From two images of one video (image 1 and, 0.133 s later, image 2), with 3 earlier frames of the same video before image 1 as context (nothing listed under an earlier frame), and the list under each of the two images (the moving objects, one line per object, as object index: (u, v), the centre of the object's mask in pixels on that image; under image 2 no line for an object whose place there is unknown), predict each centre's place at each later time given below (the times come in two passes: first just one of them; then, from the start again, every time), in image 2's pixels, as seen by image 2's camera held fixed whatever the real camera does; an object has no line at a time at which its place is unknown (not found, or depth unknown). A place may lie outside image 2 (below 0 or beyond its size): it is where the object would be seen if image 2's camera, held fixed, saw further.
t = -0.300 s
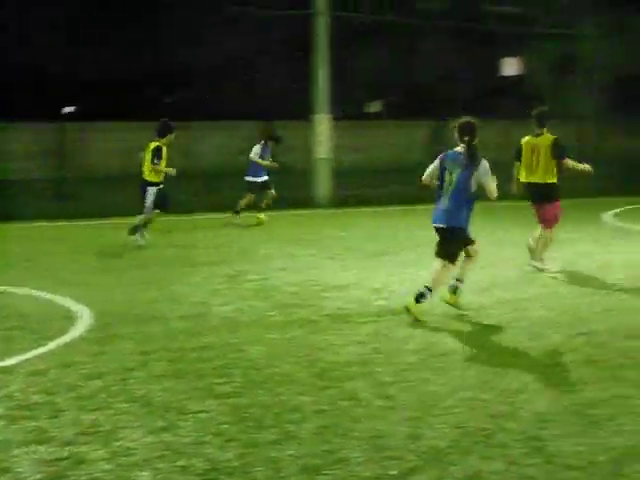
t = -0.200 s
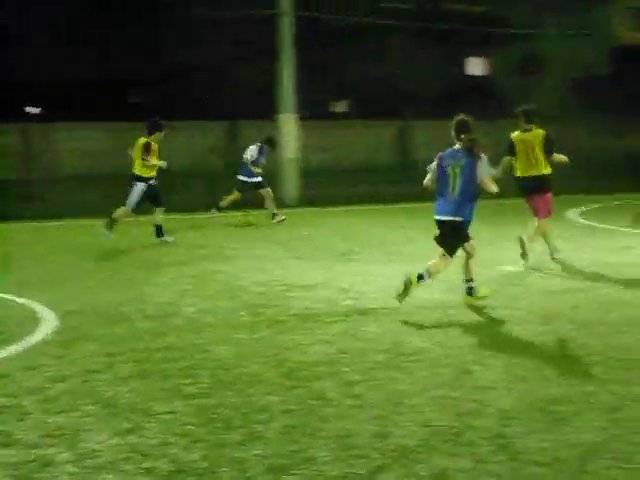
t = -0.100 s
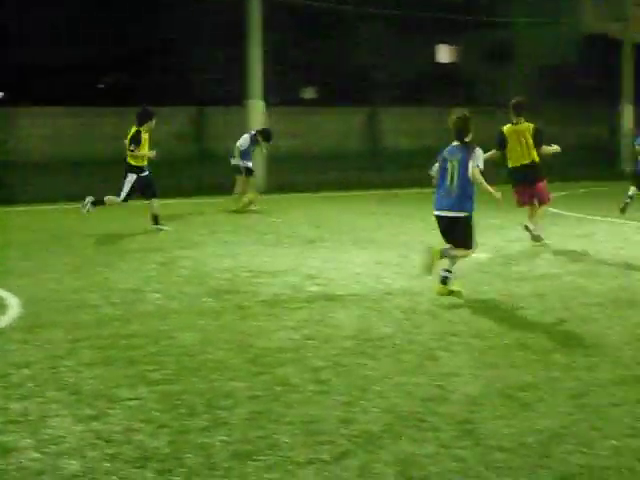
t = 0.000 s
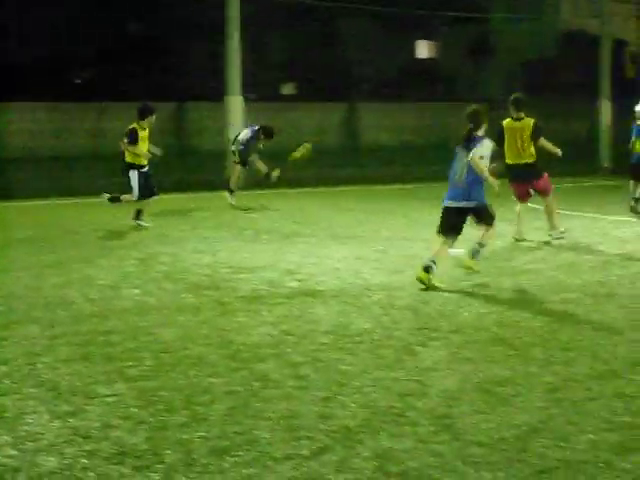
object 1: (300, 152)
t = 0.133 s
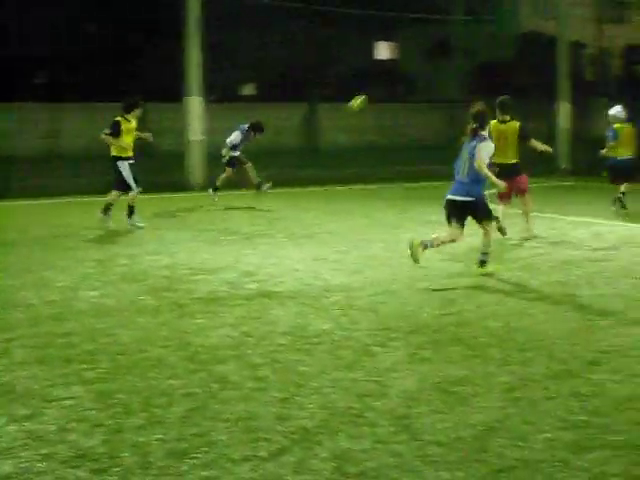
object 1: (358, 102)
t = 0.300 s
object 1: (461, 60)
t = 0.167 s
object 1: (380, 92)
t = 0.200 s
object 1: (401, 83)
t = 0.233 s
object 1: (422, 75)
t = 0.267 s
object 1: (440, 68)
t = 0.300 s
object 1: (461, 60)
